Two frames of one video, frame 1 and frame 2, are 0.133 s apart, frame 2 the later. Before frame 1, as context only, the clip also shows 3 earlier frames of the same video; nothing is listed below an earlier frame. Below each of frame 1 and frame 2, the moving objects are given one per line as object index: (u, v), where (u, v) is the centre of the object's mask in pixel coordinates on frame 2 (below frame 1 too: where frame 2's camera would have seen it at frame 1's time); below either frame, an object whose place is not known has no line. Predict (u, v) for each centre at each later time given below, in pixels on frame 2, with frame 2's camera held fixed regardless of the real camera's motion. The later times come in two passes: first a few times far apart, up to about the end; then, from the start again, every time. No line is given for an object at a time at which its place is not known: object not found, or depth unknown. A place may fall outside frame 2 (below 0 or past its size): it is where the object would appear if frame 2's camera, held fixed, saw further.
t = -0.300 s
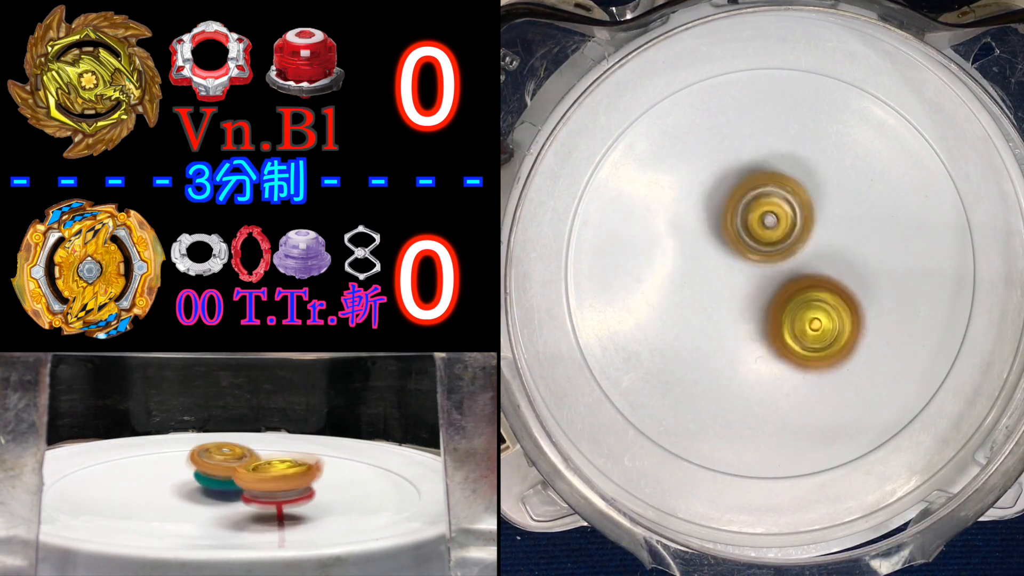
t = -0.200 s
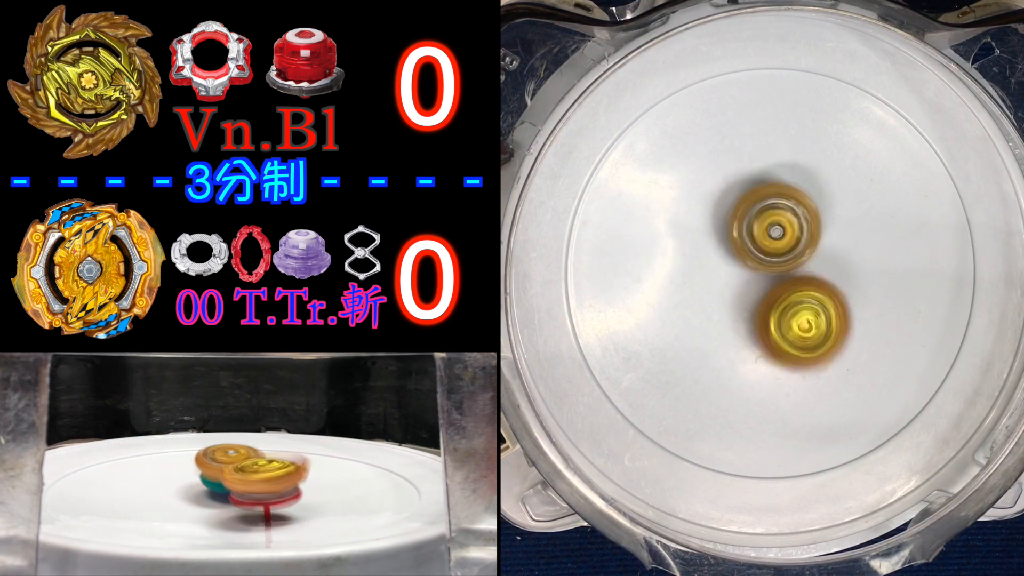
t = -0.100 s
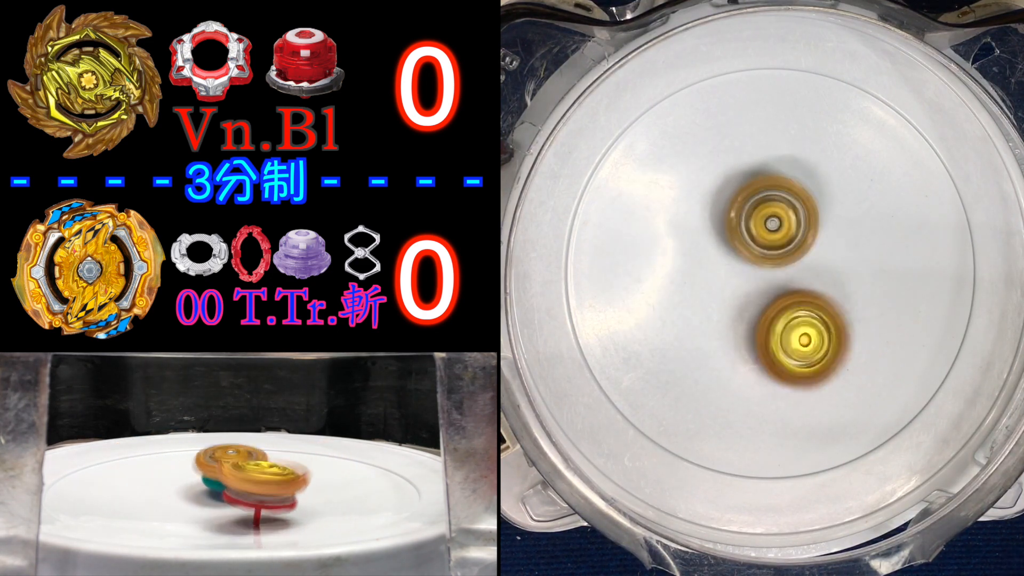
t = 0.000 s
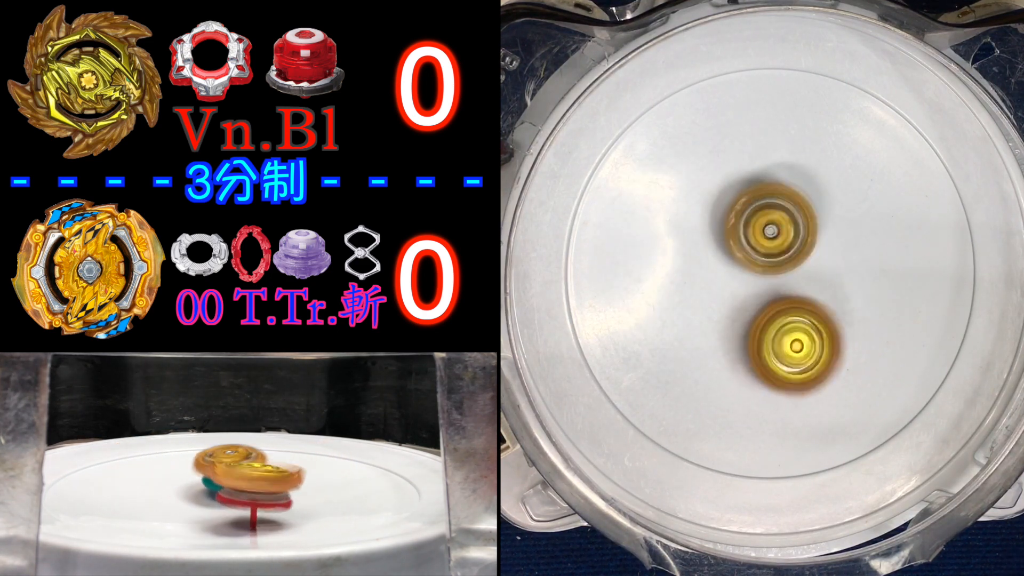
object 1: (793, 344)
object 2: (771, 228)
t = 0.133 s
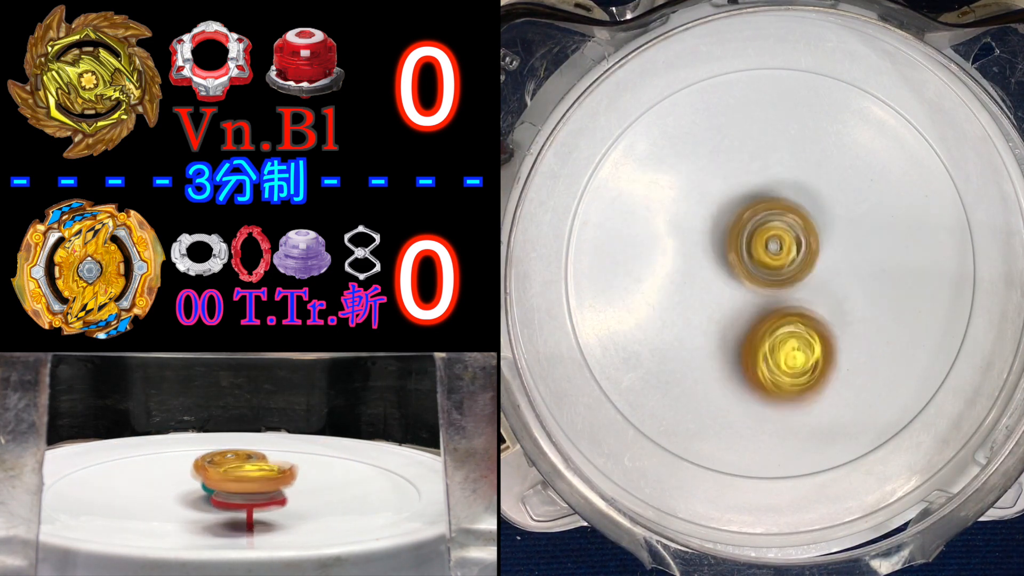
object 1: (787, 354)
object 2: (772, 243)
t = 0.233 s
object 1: (788, 391)
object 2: (775, 219)
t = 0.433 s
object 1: (785, 384)
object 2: (777, 224)
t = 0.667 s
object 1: (772, 351)
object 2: (775, 244)
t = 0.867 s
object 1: (750, 342)
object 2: (781, 245)
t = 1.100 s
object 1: (736, 345)
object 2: (786, 244)
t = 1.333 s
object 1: (742, 343)
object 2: (787, 247)
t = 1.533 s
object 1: (743, 340)
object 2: (792, 242)
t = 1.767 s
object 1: (735, 341)
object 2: (797, 235)
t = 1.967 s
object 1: (732, 330)
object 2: (792, 245)
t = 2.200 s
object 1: (726, 327)
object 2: (793, 247)
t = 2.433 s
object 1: (721, 320)
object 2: (793, 253)
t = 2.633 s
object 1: (723, 321)
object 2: (796, 250)
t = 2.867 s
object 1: (730, 316)
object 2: (803, 237)
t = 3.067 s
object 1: (722, 309)
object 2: (809, 237)
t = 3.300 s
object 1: (715, 309)
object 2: (815, 258)
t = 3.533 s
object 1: (701, 313)
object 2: (836, 266)
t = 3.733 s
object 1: (714, 292)
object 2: (830, 273)
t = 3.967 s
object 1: (730, 234)
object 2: (812, 291)
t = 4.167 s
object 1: (712, 205)
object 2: (803, 312)
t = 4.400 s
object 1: (710, 237)
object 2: (793, 314)
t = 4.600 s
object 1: (712, 212)
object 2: (804, 360)
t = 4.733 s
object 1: (711, 216)
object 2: (800, 347)
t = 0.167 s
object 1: (788, 373)
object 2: (773, 232)
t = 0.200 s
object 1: (788, 386)
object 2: (773, 224)
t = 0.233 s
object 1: (788, 391)
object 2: (775, 219)
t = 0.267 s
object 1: (788, 393)
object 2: (775, 215)
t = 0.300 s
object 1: (786, 394)
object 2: (776, 215)
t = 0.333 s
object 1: (785, 393)
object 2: (777, 216)
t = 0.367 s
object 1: (785, 392)
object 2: (777, 217)
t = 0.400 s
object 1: (785, 389)
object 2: (777, 220)
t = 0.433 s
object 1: (785, 384)
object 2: (777, 224)
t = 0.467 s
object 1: (785, 380)
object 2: (775, 227)
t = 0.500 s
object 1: (784, 374)
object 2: (774, 231)
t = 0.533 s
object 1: (782, 366)
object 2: (774, 234)
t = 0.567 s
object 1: (780, 359)
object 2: (773, 239)
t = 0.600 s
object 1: (777, 351)
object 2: (773, 246)
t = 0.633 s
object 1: (773, 345)
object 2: (774, 249)
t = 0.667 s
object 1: (772, 351)
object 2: (775, 244)
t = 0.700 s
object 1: (771, 352)
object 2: (777, 241)
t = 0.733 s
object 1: (768, 351)
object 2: (779, 239)
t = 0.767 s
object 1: (763, 347)
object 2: (780, 239)
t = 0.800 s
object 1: (758, 345)
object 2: (781, 240)
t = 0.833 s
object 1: (754, 344)
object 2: (781, 242)
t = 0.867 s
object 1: (750, 342)
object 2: (781, 245)
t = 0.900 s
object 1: (747, 341)
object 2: (780, 248)
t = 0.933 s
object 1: (743, 340)
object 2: (778, 251)
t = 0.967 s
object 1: (739, 343)
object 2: (778, 251)
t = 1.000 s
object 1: (736, 348)
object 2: (781, 246)
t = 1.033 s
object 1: (738, 349)
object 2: (783, 244)
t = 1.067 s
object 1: (737, 347)
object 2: (785, 243)
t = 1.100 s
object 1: (736, 345)
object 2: (786, 244)
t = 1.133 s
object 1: (735, 344)
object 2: (787, 246)
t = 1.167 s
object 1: (734, 344)
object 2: (787, 248)
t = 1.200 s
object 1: (736, 343)
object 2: (786, 251)
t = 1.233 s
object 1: (737, 342)
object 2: (786, 252)
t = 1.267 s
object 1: (738, 341)
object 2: (785, 253)
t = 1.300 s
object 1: (739, 345)
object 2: (786, 250)
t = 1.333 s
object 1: (742, 343)
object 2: (787, 247)
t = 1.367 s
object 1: (743, 340)
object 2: (787, 247)
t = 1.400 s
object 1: (743, 337)
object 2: (787, 247)
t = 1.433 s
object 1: (743, 337)
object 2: (788, 247)
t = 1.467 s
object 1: (741, 343)
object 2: (791, 244)
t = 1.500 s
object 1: (742, 343)
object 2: (792, 242)
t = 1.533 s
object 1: (743, 340)
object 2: (792, 242)
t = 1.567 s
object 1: (742, 337)
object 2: (793, 243)
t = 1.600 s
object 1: (742, 335)
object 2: (792, 244)
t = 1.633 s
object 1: (741, 331)
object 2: (790, 246)
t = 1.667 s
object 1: (741, 329)
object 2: (789, 247)
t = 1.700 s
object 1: (737, 336)
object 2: (791, 242)
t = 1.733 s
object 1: (735, 341)
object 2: (795, 237)
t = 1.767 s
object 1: (735, 341)
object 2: (797, 235)
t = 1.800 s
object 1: (735, 338)
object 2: (799, 235)
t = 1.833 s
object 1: (732, 336)
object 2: (799, 235)
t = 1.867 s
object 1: (731, 334)
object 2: (798, 237)
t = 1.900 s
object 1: (730, 334)
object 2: (797, 240)
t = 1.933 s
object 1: (730, 332)
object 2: (795, 243)
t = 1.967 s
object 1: (732, 330)
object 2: (792, 245)
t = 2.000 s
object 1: (733, 326)
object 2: (789, 247)
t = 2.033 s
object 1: (732, 327)
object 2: (789, 246)
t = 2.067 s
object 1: (733, 326)
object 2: (788, 246)
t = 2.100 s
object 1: (732, 328)
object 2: (790, 245)
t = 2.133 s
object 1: (729, 329)
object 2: (792, 245)
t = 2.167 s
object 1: (728, 328)
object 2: (793, 246)
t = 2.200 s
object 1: (726, 327)
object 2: (793, 247)
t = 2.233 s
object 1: (725, 325)
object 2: (791, 248)
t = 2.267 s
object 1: (724, 323)
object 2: (790, 248)
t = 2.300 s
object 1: (723, 322)
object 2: (789, 249)
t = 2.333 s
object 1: (719, 324)
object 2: (792, 249)
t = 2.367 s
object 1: (720, 325)
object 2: (794, 249)
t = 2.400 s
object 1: (721, 323)
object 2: (795, 252)
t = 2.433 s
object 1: (721, 320)
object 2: (793, 253)
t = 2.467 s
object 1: (720, 318)
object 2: (791, 253)
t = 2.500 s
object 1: (719, 318)
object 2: (792, 252)
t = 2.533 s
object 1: (718, 320)
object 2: (792, 253)
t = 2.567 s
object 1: (721, 319)
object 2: (794, 252)
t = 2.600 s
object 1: (722, 321)
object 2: (795, 251)
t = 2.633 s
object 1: (723, 321)
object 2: (796, 250)
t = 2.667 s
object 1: (724, 321)
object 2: (796, 251)
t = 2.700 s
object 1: (722, 324)
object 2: (801, 248)
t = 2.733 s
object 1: (724, 326)
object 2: (802, 246)
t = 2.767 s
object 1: (728, 326)
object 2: (804, 241)
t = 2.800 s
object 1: (730, 323)
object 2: (804, 240)
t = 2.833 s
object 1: (731, 320)
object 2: (804, 237)
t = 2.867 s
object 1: (730, 316)
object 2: (803, 237)
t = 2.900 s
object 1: (730, 314)
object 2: (802, 237)
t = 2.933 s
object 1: (730, 311)
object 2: (801, 238)
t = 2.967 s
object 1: (731, 309)
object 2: (800, 239)
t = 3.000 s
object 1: (726, 309)
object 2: (800, 237)
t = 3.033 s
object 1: (723, 310)
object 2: (806, 235)
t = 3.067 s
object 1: (722, 309)
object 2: (809, 237)
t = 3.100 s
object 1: (723, 309)
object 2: (808, 239)
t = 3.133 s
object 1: (723, 305)
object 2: (810, 243)
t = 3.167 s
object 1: (723, 302)
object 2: (807, 247)
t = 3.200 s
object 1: (721, 298)
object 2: (807, 249)
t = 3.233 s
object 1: (717, 301)
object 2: (809, 254)
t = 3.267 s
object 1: (713, 305)
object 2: (811, 255)
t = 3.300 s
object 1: (715, 309)
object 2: (815, 258)
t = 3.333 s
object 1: (718, 308)
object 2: (814, 261)
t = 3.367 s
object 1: (721, 306)
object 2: (816, 265)
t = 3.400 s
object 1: (722, 303)
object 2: (814, 270)
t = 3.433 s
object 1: (713, 306)
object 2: (821, 269)
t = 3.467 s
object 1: (708, 310)
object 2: (828, 269)
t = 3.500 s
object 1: (702, 313)
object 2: (832, 267)
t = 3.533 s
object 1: (701, 313)
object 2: (836, 266)
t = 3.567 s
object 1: (700, 312)
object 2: (837, 267)
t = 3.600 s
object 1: (700, 310)
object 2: (839, 266)
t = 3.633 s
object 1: (702, 307)
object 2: (838, 268)
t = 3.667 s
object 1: (705, 303)
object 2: (836, 268)
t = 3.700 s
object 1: (710, 298)
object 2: (835, 271)
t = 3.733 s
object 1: (714, 292)
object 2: (830, 273)
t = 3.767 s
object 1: (718, 285)
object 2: (826, 273)
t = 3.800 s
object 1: (724, 276)
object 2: (821, 277)
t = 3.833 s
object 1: (725, 268)
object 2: (819, 279)
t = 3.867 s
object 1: (724, 259)
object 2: (820, 281)
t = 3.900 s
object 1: (725, 252)
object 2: (817, 285)
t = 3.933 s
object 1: (728, 242)
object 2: (814, 286)
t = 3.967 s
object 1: (730, 234)
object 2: (812, 291)
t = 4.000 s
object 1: (736, 229)
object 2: (805, 293)
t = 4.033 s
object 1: (736, 218)
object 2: (807, 297)
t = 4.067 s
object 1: (731, 210)
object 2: (805, 303)
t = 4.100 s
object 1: (724, 204)
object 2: (804, 307)
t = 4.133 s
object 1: (716, 203)
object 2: (805, 310)
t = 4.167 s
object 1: (712, 205)
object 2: (803, 312)
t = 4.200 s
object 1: (711, 207)
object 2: (800, 313)
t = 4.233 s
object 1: (710, 212)
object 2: (798, 312)
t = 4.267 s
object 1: (712, 218)
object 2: (797, 310)
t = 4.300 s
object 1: (712, 225)
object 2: (796, 309)
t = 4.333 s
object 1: (713, 234)
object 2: (794, 306)
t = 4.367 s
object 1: (716, 245)
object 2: (790, 303)
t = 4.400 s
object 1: (710, 237)
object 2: (793, 314)
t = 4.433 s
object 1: (703, 224)
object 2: (794, 330)
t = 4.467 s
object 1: (700, 218)
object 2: (795, 342)
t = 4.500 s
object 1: (701, 216)
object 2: (799, 352)
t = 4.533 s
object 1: (705, 215)
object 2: (800, 358)
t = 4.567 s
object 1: (709, 213)
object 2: (802, 360)
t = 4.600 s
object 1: (712, 212)
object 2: (804, 360)
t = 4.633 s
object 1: (714, 212)
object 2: (804, 359)
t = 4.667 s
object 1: (715, 213)
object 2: (803, 356)
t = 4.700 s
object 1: (713, 214)
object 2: (802, 353)
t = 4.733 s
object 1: (711, 216)
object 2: (800, 347)
